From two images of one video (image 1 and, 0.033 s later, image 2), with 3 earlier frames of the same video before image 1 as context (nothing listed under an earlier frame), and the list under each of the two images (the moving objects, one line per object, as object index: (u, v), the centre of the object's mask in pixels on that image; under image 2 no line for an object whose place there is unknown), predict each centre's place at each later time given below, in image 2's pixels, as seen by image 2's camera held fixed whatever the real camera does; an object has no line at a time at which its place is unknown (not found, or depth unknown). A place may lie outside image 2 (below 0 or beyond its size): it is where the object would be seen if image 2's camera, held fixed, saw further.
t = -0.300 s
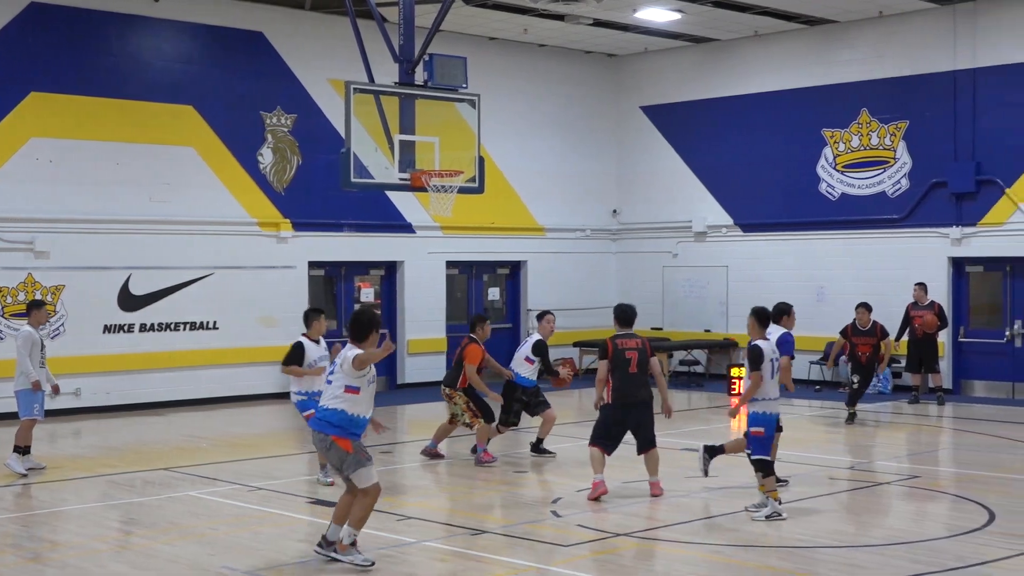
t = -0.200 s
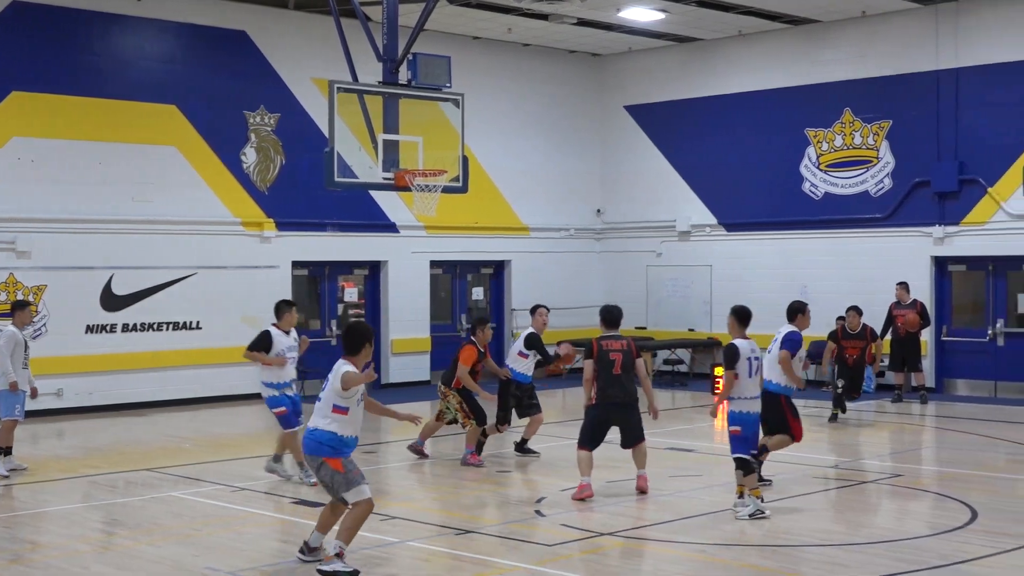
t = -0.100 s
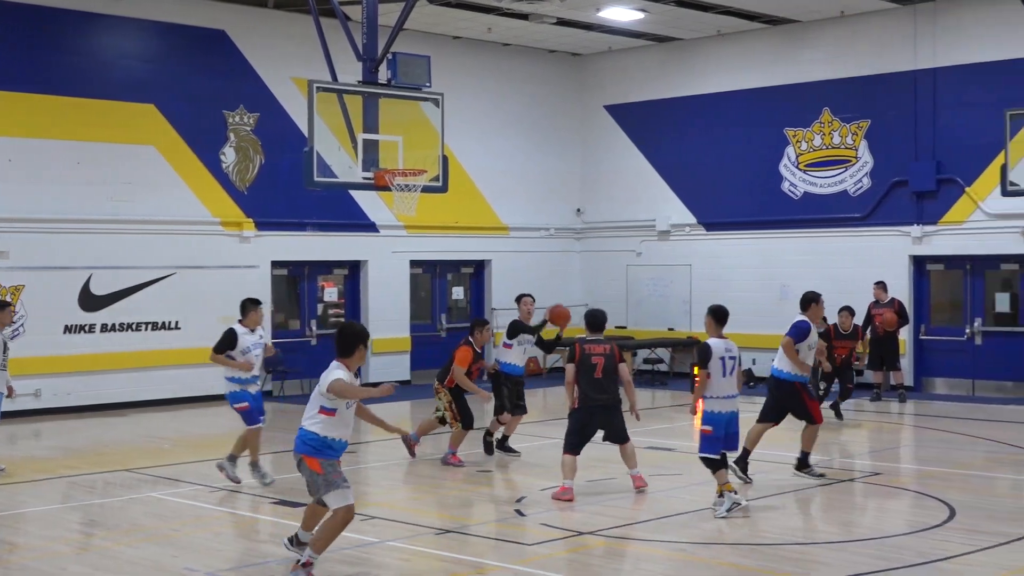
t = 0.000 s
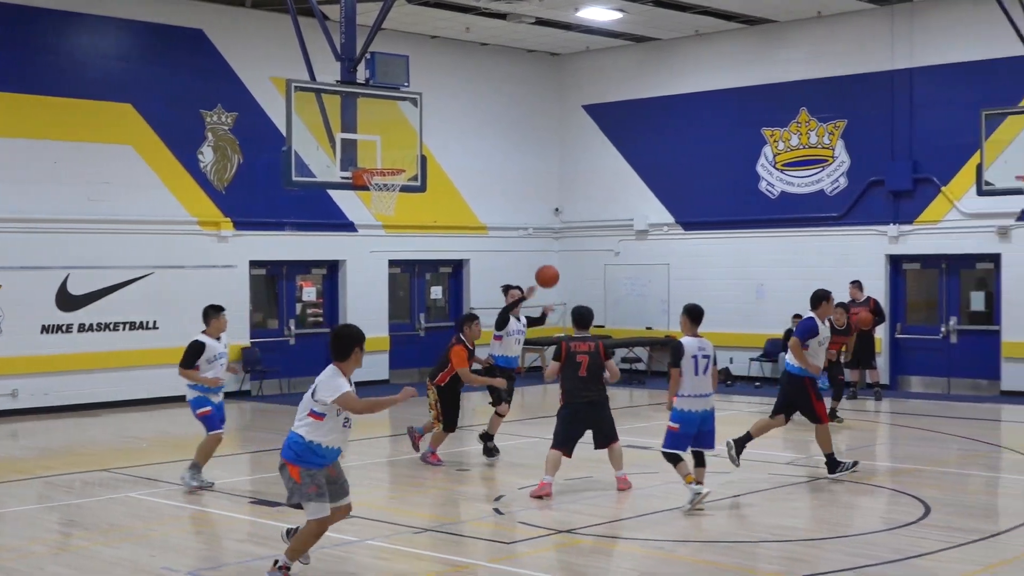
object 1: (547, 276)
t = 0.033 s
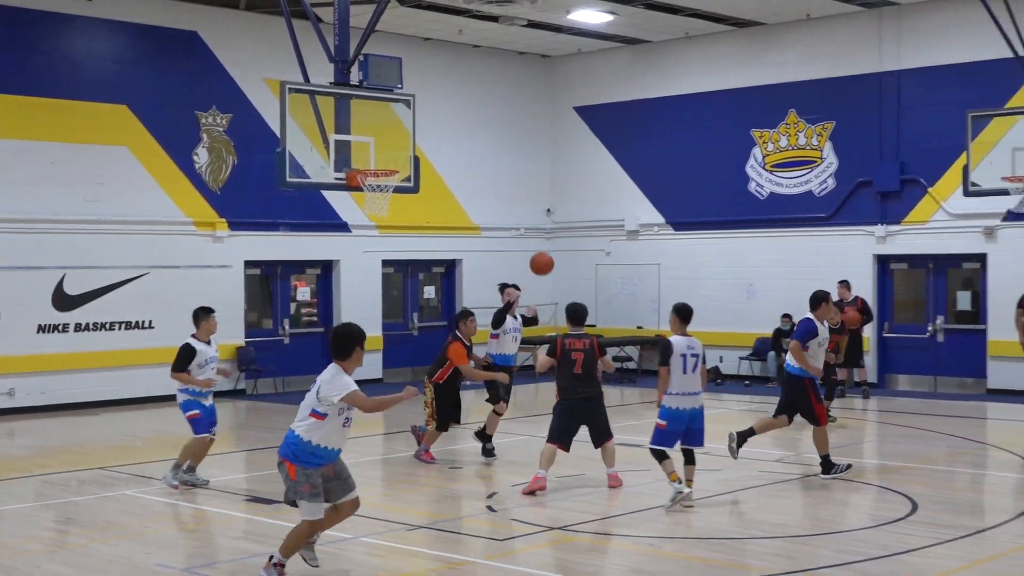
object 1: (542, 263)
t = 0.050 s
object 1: (543, 258)
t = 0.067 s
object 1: (545, 251)
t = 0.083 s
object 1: (546, 246)
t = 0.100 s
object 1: (547, 241)
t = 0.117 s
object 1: (548, 235)
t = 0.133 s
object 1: (549, 230)
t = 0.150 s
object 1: (550, 225)
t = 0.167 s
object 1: (552, 220)
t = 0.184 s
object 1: (554, 215)
